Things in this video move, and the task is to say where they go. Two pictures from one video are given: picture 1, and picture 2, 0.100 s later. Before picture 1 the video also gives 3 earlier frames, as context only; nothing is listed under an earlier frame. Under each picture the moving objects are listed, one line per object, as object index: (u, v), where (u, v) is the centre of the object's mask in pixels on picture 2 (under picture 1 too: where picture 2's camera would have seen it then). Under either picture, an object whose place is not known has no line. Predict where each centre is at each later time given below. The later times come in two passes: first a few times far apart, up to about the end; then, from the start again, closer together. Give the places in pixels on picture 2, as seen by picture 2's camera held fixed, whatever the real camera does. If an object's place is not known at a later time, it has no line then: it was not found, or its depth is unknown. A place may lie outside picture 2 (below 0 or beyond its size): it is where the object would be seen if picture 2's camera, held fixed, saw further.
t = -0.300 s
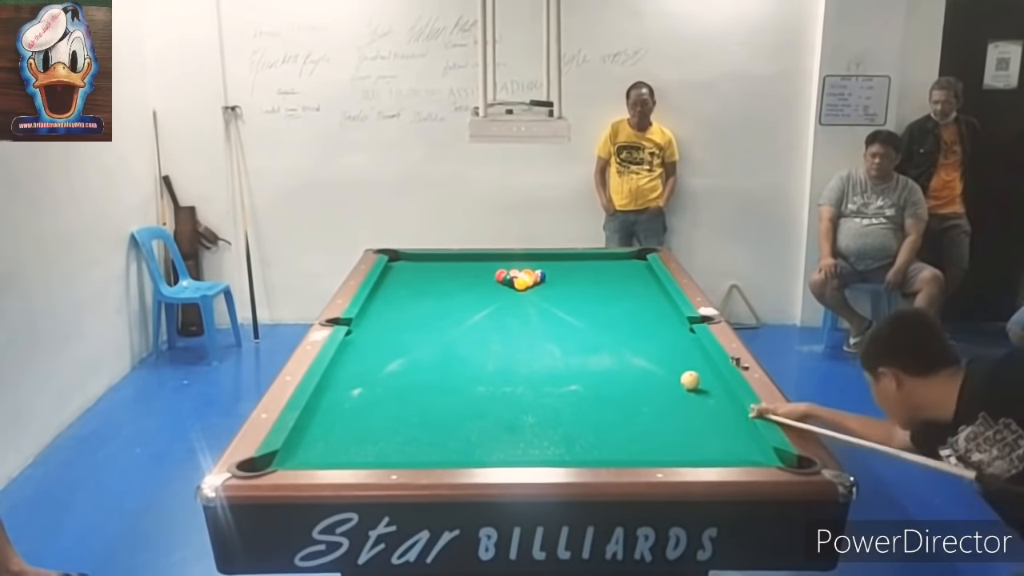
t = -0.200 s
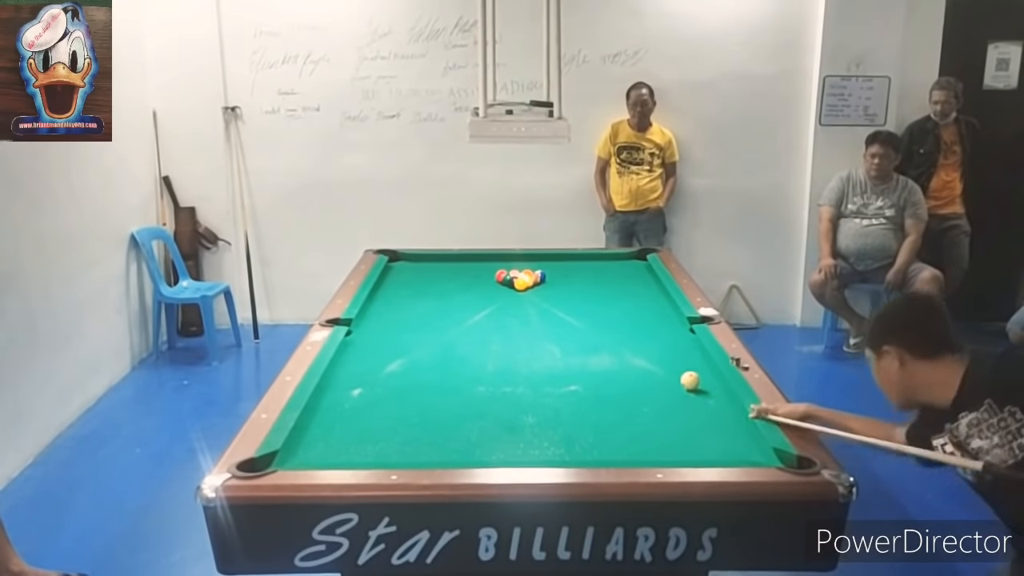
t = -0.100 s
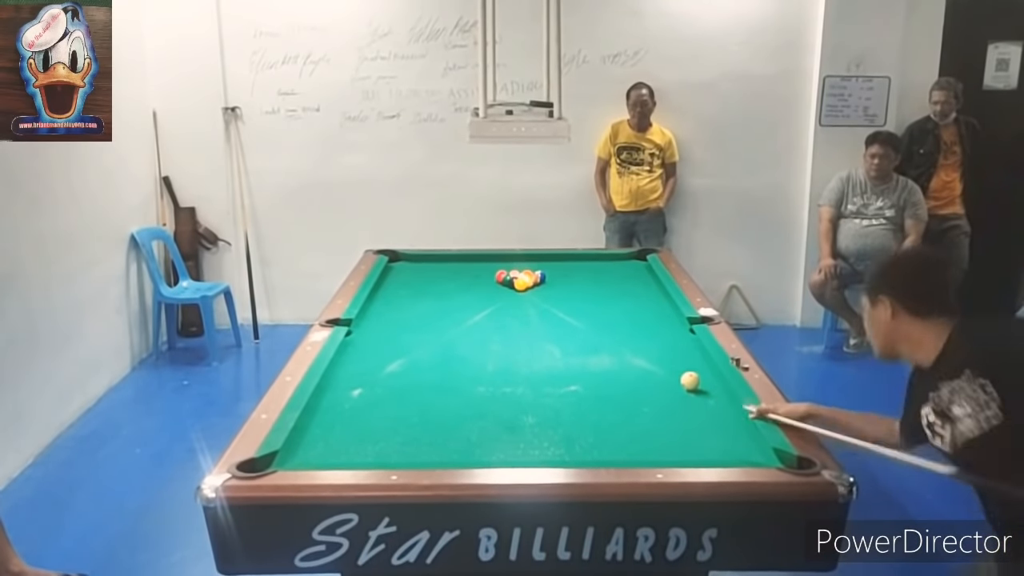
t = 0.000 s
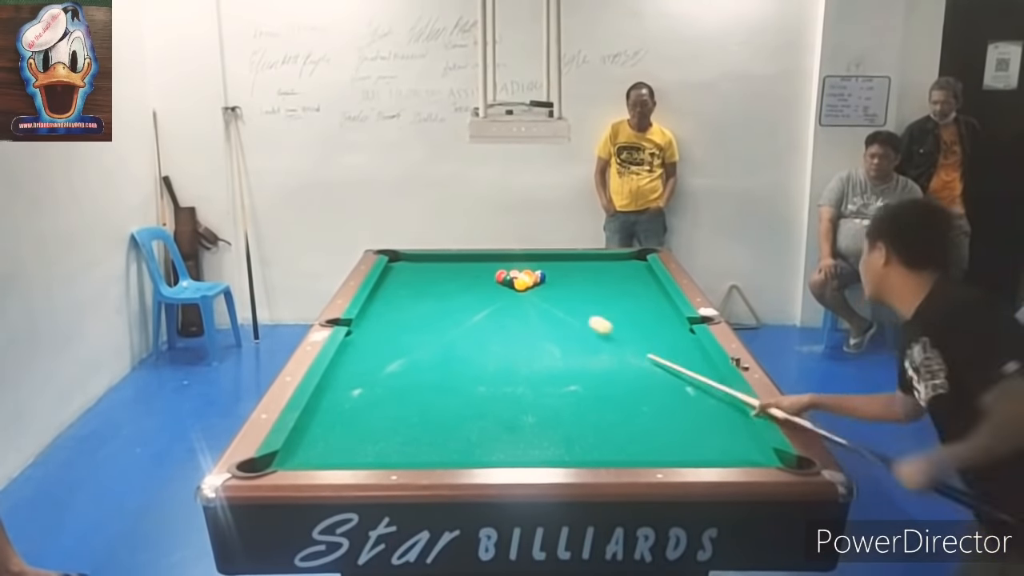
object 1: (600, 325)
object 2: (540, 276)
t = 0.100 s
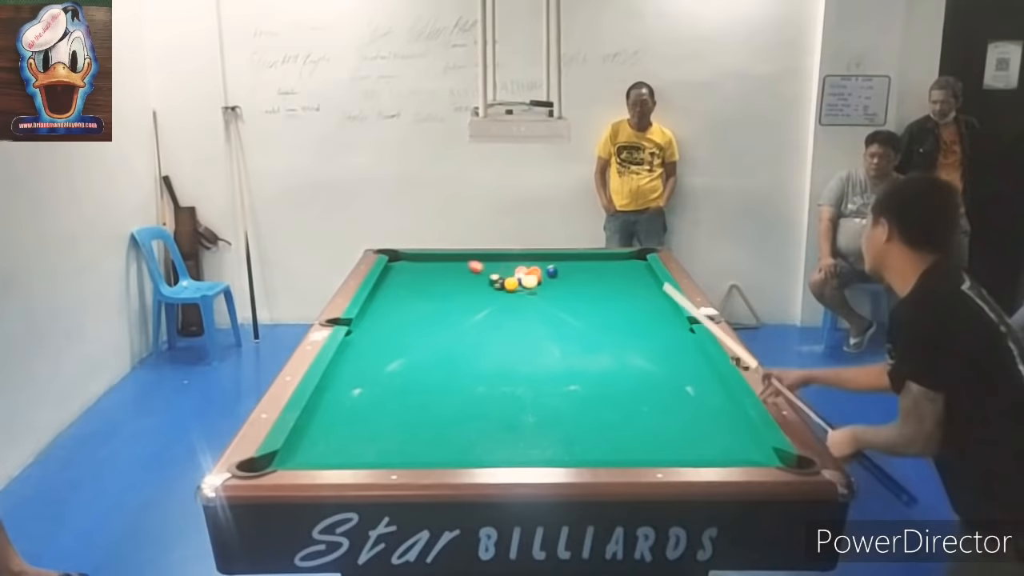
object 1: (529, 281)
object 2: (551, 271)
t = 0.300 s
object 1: (557, 293)
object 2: (605, 262)
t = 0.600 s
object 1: (589, 305)
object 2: (655, 285)
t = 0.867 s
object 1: (607, 309)
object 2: (644, 305)
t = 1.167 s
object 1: (628, 313)
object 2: (631, 330)
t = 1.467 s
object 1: (648, 318)
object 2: (615, 363)
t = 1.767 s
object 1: (666, 323)
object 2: (596, 401)
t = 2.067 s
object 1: (683, 333)
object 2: (572, 447)
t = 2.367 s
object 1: (689, 342)
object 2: (515, 437)
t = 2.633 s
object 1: (689, 351)
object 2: (465, 417)
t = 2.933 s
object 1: (688, 362)
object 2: (413, 396)
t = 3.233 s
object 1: (687, 372)
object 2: (371, 379)
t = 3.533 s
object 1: (686, 381)
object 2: (338, 364)
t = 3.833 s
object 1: (685, 391)
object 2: (352, 356)
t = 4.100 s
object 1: (685, 398)
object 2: (344, 355)
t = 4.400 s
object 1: (684, 408)
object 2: (345, 353)
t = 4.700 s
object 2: (350, 352)
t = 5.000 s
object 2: (354, 351)
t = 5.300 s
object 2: (356, 350)
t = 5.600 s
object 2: (357, 350)
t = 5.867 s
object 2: (357, 350)
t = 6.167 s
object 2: (357, 350)
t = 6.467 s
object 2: (357, 350)
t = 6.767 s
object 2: (357, 350)
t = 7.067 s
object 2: (357, 350)
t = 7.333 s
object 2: (357, 350)
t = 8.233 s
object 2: (358, 349)
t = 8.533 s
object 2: (357, 349)
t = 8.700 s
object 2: (357, 350)
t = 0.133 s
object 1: (532, 281)
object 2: (563, 266)
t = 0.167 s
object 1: (540, 279)
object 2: (574, 262)
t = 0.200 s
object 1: (544, 283)
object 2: (583, 259)
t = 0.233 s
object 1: (548, 288)
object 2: (593, 257)
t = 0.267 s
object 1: (553, 294)
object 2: (597, 259)
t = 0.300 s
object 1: (557, 293)
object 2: (605, 262)
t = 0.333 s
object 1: (561, 295)
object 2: (610, 263)
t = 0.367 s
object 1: (565, 298)
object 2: (616, 267)
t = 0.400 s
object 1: (569, 299)
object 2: (623, 270)
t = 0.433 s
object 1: (573, 301)
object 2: (629, 272)
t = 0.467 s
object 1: (576, 302)
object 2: (634, 274)
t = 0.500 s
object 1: (581, 303)
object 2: (643, 278)
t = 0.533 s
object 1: (584, 304)
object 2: (649, 280)
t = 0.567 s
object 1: (586, 304)
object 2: (656, 282)
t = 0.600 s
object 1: (589, 305)
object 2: (655, 285)
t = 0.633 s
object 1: (591, 305)
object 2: (654, 287)
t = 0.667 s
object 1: (593, 306)
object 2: (652, 289)
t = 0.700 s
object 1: (596, 307)
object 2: (651, 292)
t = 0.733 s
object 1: (598, 307)
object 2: (649, 294)
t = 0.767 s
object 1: (600, 307)
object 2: (648, 297)
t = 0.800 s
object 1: (603, 308)
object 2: (647, 300)
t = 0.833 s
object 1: (605, 309)
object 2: (646, 302)
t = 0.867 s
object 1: (607, 309)
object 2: (644, 305)
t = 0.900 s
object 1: (610, 310)
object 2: (642, 307)
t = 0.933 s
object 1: (612, 310)
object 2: (641, 310)
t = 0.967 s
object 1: (614, 311)
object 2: (640, 313)
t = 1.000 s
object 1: (617, 311)
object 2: (638, 316)
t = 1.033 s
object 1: (619, 311)
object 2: (637, 319)
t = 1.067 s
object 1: (621, 312)
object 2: (635, 321)
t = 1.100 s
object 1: (623, 312)
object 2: (634, 324)
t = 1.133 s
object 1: (626, 313)
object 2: (632, 327)
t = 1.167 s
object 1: (628, 313)
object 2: (631, 330)
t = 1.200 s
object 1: (630, 314)
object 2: (629, 334)
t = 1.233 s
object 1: (633, 315)
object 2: (627, 337)
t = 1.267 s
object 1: (635, 315)
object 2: (626, 341)
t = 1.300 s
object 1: (637, 316)
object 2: (624, 344)
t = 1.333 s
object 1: (639, 316)
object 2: (622, 347)
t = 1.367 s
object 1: (641, 317)
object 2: (621, 351)
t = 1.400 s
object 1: (644, 317)
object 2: (619, 355)
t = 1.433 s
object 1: (646, 318)
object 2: (617, 359)
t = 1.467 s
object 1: (648, 318)
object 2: (615, 363)
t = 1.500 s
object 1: (650, 319)
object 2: (613, 366)
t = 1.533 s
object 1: (652, 319)
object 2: (611, 370)
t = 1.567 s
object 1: (654, 319)
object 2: (609, 374)
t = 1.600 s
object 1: (656, 320)
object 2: (607, 378)
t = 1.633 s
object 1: (658, 320)
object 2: (605, 383)
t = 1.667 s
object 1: (660, 321)
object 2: (603, 387)
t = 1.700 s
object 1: (662, 321)
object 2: (601, 392)
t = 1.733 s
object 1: (664, 322)
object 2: (598, 396)
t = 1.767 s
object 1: (666, 323)
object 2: (596, 401)
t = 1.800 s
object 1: (668, 323)
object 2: (594, 406)
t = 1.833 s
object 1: (670, 324)
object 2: (591, 411)
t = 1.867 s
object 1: (672, 326)
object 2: (589, 415)
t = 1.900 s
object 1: (674, 327)
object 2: (586, 421)
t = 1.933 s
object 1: (676, 328)
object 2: (584, 426)
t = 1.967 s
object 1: (678, 329)
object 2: (581, 431)
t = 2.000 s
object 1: (680, 330)
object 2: (578, 437)
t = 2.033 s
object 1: (681, 331)
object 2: (576, 442)
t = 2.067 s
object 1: (683, 333)
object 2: (572, 447)
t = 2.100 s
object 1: (685, 334)
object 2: (569, 451)
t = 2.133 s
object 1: (687, 335)
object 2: (567, 454)
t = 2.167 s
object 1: (689, 336)
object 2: (558, 452)
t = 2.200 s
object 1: (688, 337)
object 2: (550, 450)
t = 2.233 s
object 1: (689, 338)
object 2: (543, 448)
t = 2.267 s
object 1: (689, 339)
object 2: (536, 446)
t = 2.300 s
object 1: (689, 340)
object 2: (529, 442)
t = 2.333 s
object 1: (689, 341)
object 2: (522, 440)
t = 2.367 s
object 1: (689, 342)
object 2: (515, 437)
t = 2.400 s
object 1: (689, 344)
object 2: (508, 434)
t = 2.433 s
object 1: (689, 345)
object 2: (502, 431)
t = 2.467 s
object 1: (689, 346)
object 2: (496, 429)
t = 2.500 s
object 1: (689, 347)
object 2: (489, 426)
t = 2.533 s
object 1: (689, 348)
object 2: (483, 424)
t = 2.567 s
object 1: (689, 349)
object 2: (477, 421)
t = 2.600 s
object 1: (689, 350)
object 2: (471, 419)
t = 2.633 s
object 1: (689, 351)
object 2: (465, 417)
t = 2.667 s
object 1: (689, 352)
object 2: (459, 414)
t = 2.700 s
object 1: (689, 353)
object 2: (454, 412)
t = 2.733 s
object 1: (688, 355)
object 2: (448, 410)
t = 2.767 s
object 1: (688, 356)
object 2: (442, 408)
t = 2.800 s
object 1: (688, 357)
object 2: (437, 405)
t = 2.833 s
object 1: (688, 358)
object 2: (431, 403)
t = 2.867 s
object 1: (688, 360)
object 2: (424, 400)
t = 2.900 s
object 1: (688, 361)
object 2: (418, 398)
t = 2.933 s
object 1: (688, 362)
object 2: (413, 396)
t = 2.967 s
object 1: (688, 363)
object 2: (408, 394)
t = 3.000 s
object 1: (688, 364)
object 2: (404, 392)
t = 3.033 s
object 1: (688, 365)
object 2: (399, 390)
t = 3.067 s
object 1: (687, 366)
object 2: (394, 388)
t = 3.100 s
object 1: (687, 367)
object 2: (389, 386)
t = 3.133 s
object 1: (687, 368)
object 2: (385, 384)
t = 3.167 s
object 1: (687, 369)
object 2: (380, 382)
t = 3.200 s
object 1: (687, 370)
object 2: (376, 381)
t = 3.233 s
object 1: (687, 372)
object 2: (371, 379)
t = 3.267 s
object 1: (687, 373)
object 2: (367, 377)
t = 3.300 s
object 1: (687, 374)
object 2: (363, 375)
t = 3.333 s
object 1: (686, 375)
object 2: (358, 373)
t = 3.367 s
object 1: (687, 376)
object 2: (354, 372)
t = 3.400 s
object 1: (686, 377)
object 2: (350, 370)
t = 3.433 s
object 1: (686, 378)
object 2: (346, 369)
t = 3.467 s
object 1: (686, 379)
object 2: (342, 367)
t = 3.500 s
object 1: (686, 380)
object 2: (338, 366)
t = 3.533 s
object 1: (686, 381)
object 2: (338, 364)
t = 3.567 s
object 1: (686, 382)
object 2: (341, 362)
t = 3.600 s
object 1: (686, 383)
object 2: (345, 361)
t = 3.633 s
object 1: (686, 384)
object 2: (348, 360)
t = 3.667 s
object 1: (686, 385)
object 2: (351, 359)
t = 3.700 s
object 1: (685, 386)
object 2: (354, 358)
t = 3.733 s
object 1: (685, 387)
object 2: (356, 356)
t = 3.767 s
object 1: (685, 388)
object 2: (354, 356)
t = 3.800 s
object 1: (685, 390)
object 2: (353, 356)
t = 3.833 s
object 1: (685, 391)
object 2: (352, 356)
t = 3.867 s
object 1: (685, 392)
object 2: (351, 356)
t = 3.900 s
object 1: (685, 393)
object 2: (350, 356)
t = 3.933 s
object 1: (685, 394)
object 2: (349, 356)
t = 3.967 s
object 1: (685, 395)
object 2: (348, 356)
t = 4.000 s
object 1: (685, 396)
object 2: (347, 356)
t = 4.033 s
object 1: (685, 397)
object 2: (346, 355)
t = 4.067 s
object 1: (685, 398)
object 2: (345, 355)
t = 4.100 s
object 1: (685, 398)
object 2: (344, 355)
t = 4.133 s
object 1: (684, 399)
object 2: (344, 355)
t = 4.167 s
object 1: (684, 400)
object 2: (343, 355)
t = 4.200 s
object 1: (684, 402)
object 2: (342, 355)
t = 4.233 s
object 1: (684, 402)
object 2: (343, 354)
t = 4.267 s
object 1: (685, 404)
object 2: (344, 354)
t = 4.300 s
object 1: (684, 405)
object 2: (344, 353)
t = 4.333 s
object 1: (684, 405)
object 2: (345, 353)
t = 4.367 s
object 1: (684, 407)
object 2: (345, 353)
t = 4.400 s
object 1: (684, 408)
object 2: (345, 353)
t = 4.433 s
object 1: (684, 408)
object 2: (346, 353)
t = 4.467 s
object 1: (684, 409)
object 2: (347, 353)
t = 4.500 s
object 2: (347, 353)
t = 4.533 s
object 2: (347, 353)
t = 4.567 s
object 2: (348, 352)
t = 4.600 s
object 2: (349, 352)
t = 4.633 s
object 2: (349, 352)
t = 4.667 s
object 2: (349, 352)
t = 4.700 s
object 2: (350, 352)
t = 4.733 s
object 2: (350, 351)
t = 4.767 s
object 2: (351, 351)
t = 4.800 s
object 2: (352, 351)
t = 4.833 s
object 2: (352, 351)
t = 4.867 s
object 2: (352, 351)
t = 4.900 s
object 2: (352, 351)
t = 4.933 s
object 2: (353, 351)
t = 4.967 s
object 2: (353, 351)
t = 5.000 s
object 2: (354, 351)
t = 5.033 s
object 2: (354, 350)
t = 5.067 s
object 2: (354, 350)
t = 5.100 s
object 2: (355, 350)
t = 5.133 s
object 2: (355, 350)
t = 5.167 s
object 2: (355, 350)
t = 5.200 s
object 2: (355, 350)
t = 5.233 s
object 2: (356, 350)
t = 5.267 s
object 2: (356, 350)
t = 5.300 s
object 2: (356, 350)
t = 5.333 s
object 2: (356, 350)
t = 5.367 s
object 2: (357, 350)
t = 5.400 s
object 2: (357, 350)
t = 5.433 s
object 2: (357, 350)
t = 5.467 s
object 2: (357, 350)
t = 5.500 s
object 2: (357, 350)
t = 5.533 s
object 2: (357, 350)
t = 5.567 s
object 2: (357, 350)
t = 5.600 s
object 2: (357, 350)
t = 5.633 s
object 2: (357, 349)
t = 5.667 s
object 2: (357, 350)
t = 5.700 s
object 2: (357, 349)
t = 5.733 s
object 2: (357, 350)
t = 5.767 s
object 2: (357, 350)
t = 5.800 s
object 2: (357, 350)
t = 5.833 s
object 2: (357, 350)
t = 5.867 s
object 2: (357, 350)
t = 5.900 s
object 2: (357, 350)
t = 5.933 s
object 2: (357, 350)
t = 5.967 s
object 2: (357, 350)
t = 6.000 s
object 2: (357, 349)
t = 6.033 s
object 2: (357, 350)
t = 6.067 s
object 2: (357, 350)
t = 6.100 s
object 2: (357, 350)
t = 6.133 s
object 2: (357, 350)
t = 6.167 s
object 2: (357, 350)
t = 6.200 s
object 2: (357, 350)
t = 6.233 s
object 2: (357, 350)
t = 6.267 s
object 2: (357, 350)
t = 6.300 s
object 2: (357, 350)
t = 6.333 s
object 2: (357, 350)
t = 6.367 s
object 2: (357, 350)
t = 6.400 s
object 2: (357, 350)
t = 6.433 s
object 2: (357, 350)
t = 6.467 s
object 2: (357, 350)
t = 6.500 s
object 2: (357, 350)
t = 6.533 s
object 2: (357, 350)
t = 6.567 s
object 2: (357, 350)
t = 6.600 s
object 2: (357, 350)
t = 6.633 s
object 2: (357, 350)
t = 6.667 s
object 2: (357, 350)
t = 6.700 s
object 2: (357, 350)
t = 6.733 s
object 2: (357, 350)
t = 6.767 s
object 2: (357, 350)
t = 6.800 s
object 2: (357, 350)
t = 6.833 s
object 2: (357, 350)
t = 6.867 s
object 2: (357, 350)
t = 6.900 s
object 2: (357, 350)
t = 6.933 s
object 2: (357, 350)
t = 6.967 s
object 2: (357, 350)
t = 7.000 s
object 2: (357, 350)
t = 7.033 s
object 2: (357, 350)
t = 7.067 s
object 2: (357, 350)
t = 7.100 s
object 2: (357, 350)
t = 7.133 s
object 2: (357, 350)
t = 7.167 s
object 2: (357, 350)
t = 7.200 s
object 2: (357, 350)
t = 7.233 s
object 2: (357, 350)
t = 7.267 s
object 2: (357, 350)
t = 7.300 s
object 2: (357, 350)
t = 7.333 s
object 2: (357, 350)
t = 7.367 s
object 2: (357, 350)
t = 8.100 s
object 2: (358, 349)
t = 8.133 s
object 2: (357, 349)
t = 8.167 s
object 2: (358, 349)
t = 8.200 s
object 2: (357, 349)
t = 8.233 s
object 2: (358, 349)
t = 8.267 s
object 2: (357, 349)
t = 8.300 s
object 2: (358, 349)
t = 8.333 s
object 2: (358, 349)
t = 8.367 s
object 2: (358, 349)
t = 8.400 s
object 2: (358, 349)
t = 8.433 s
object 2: (358, 349)
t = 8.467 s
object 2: (358, 349)
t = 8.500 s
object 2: (357, 349)
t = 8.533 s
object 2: (357, 349)
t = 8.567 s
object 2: (357, 349)
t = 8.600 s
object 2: (357, 350)
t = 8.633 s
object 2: (357, 350)
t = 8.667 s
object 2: (357, 349)
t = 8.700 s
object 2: (357, 350)
